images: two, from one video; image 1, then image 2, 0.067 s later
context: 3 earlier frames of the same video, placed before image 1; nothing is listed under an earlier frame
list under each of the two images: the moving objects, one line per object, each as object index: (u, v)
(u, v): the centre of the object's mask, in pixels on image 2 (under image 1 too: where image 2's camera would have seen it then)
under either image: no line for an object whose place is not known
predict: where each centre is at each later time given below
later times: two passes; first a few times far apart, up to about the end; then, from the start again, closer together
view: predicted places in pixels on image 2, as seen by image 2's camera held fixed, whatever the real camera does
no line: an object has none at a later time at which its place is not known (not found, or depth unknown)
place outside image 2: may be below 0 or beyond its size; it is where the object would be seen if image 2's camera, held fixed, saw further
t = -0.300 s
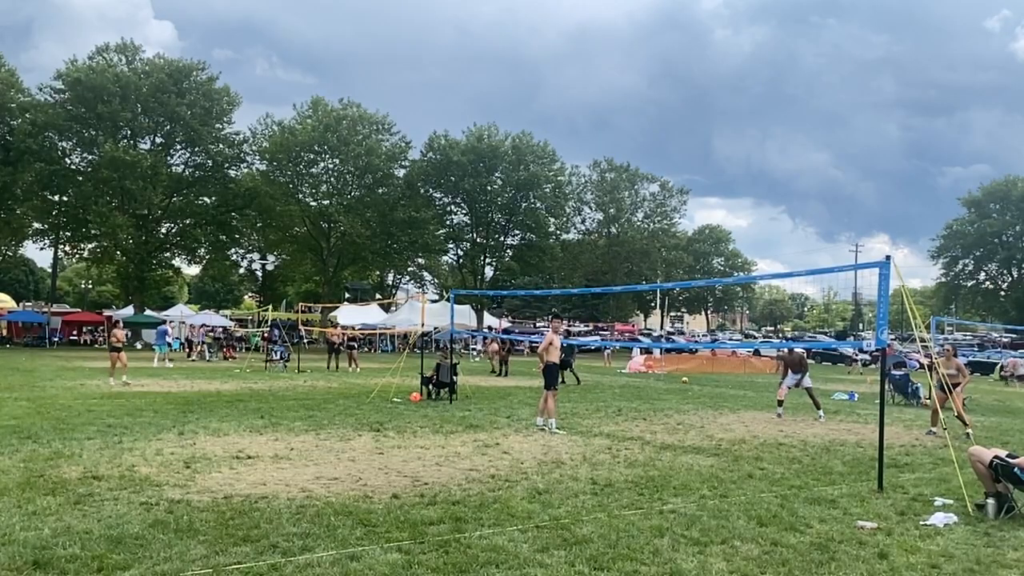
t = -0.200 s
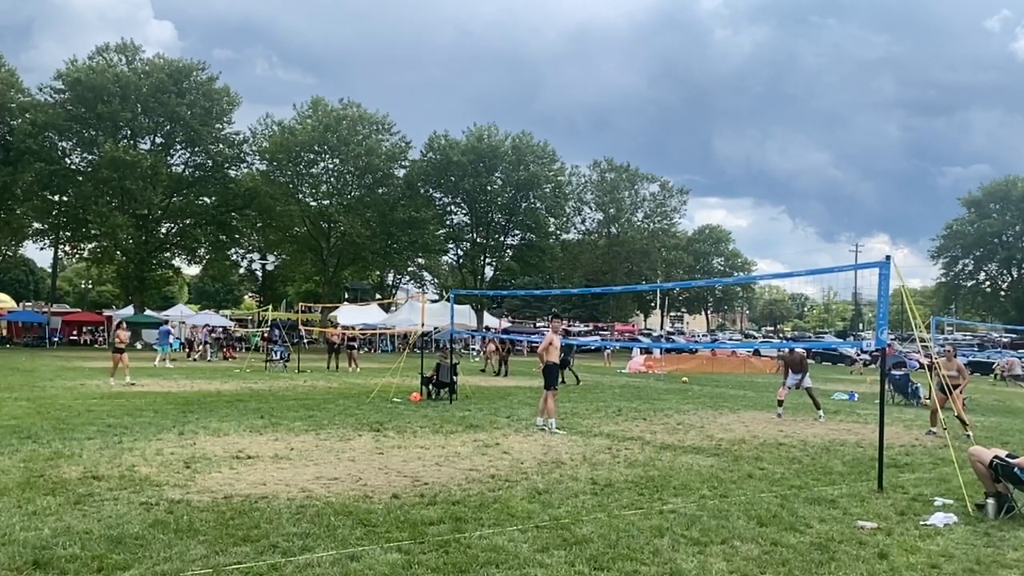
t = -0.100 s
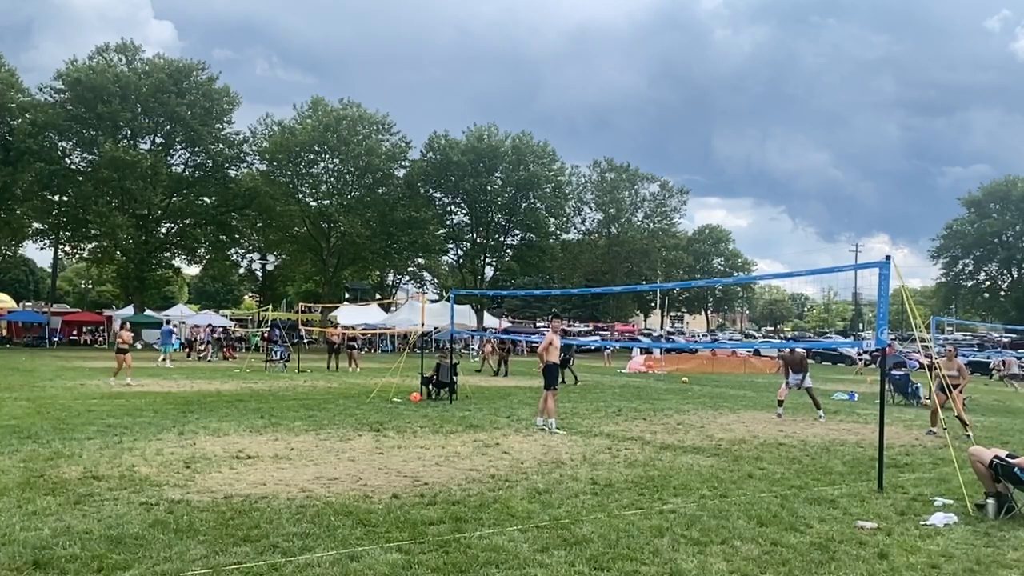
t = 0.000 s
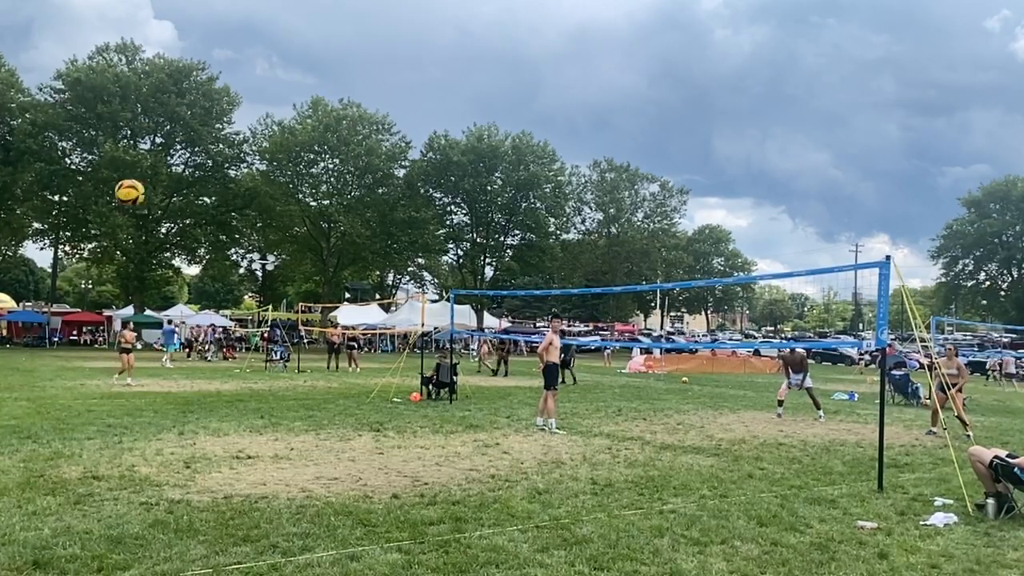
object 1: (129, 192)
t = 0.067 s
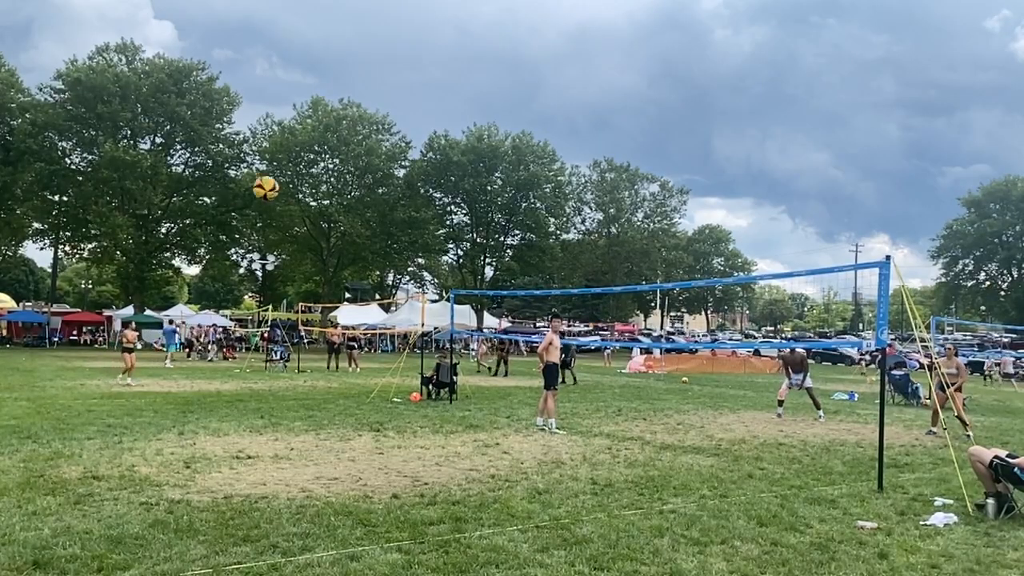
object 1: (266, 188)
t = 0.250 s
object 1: (533, 195)
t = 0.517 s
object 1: (777, 237)
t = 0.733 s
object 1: (910, 294)
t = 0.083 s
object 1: (295, 188)
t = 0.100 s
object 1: (324, 188)
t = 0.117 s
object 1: (353, 188)
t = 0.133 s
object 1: (380, 188)
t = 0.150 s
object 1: (404, 189)
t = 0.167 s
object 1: (427, 189)
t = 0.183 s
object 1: (451, 191)
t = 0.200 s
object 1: (473, 191)
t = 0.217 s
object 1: (493, 193)
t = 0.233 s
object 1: (514, 193)
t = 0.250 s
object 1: (533, 195)
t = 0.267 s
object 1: (552, 196)
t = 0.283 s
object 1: (571, 197)
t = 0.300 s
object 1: (588, 199)
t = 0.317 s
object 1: (605, 202)
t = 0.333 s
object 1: (622, 204)
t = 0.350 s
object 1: (638, 206)
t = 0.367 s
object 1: (653, 209)
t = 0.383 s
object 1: (669, 211)
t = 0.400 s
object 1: (684, 213)
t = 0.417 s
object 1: (699, 217)
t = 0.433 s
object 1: (713, 219)
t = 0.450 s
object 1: (726, 223)
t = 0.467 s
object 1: (739, 226)
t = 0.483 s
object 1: (752, 229)
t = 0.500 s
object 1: (765, 233)
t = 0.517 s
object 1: (777, 237)
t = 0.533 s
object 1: (789, 240)
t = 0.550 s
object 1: (800, 244)
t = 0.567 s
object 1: (812, 248)
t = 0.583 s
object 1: (823, 252)
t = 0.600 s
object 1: (834, 256)
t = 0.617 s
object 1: (844, 260)
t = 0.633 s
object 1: (852, 262)
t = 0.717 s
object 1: (901, 290)
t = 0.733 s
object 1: (910, 294)
